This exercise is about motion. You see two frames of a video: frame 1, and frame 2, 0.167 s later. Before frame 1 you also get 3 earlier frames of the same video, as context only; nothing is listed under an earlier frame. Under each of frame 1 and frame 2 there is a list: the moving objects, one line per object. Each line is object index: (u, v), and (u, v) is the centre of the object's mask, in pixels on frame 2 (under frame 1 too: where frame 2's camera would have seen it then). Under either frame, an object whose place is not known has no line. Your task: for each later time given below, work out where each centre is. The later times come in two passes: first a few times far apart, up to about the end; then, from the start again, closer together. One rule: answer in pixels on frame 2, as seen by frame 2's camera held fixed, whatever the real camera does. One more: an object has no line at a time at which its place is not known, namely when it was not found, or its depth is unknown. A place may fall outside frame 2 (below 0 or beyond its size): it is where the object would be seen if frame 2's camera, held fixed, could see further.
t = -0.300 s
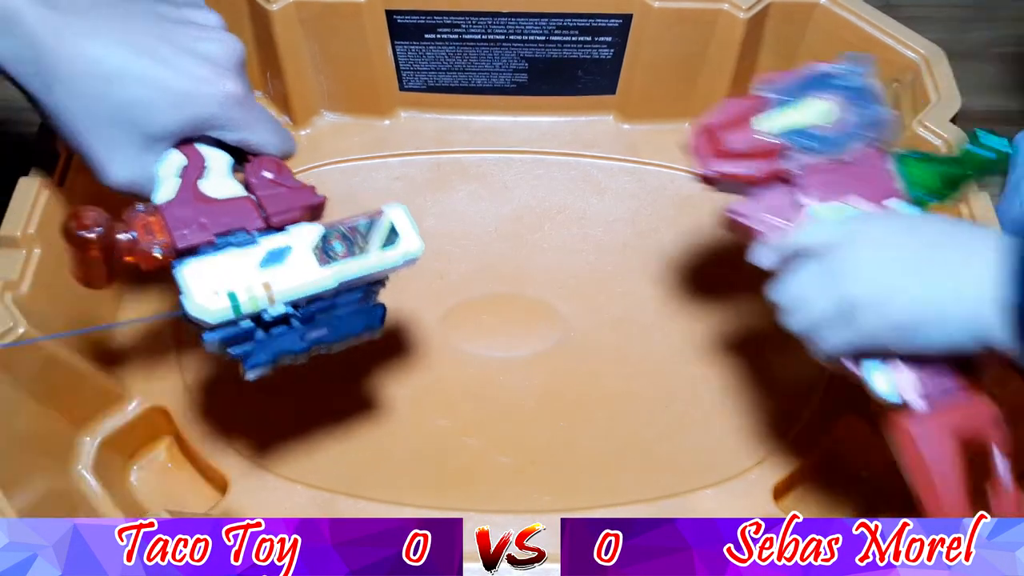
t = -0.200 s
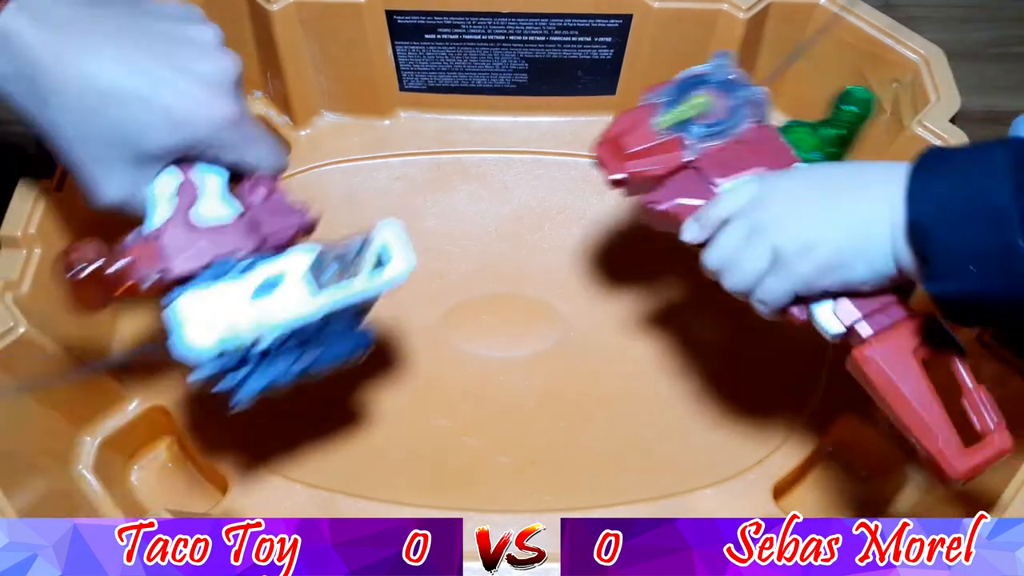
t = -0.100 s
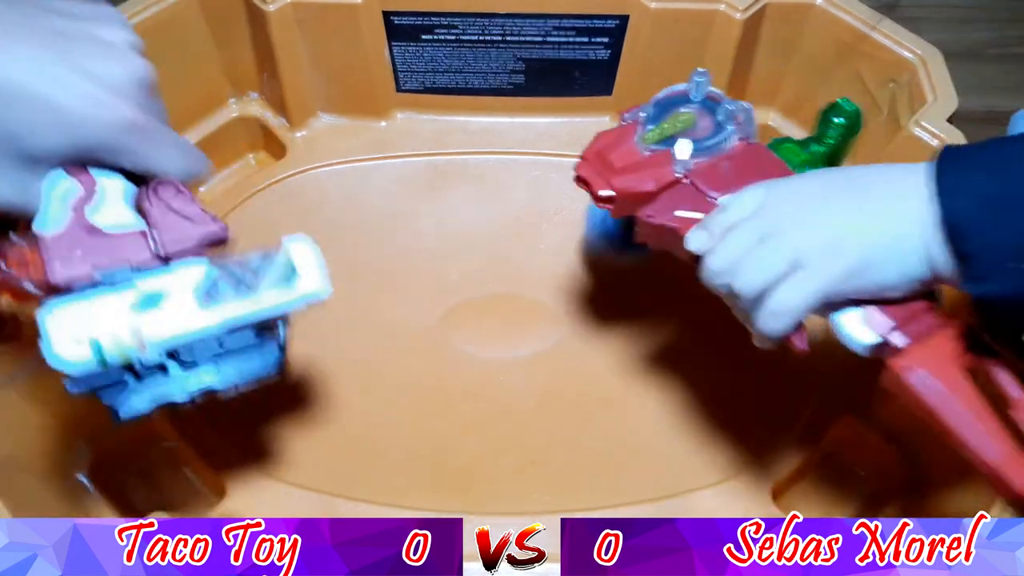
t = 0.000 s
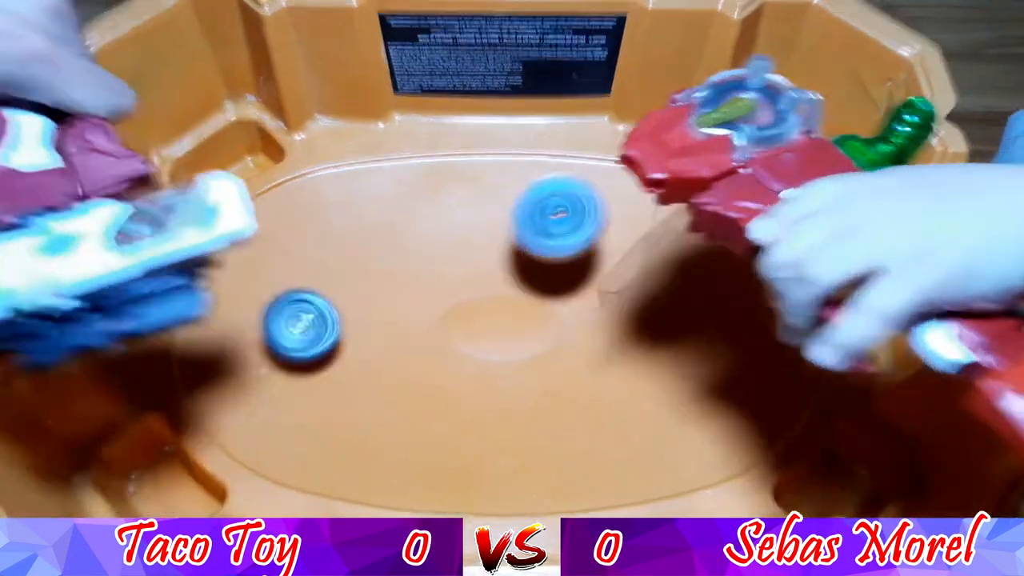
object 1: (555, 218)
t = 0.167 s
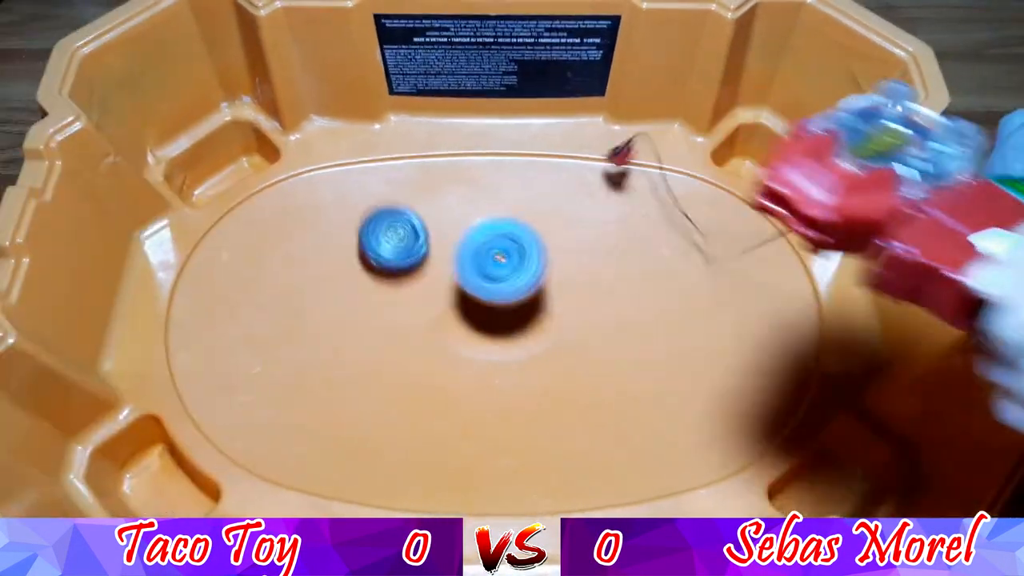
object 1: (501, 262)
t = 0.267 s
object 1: (559, 317)
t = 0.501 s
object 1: (674, 377)
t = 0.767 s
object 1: (680, 315)
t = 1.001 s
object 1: (651, 243)
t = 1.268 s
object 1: (551, 237)
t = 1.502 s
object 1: (454, 302)
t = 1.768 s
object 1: (457, 389)
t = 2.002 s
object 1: (543, 392)
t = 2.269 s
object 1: (591, 308)
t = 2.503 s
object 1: (512, 256)
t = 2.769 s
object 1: (395, 274)
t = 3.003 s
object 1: (369, 343)
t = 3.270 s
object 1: (489, 358)
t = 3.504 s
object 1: (564, 293)
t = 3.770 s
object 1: (547, 221)
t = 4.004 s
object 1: (487, 199)
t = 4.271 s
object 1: (386, 256)
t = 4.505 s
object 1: (455, 358)
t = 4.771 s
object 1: (634, 344)
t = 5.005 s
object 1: (679, 237)
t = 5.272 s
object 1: (545, 202)
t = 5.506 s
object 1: (424, 307)
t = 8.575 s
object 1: (563, 304)
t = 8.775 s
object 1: (560, 295)
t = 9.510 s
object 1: (540, 280)
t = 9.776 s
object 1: (548, 284)
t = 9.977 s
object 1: (542, 281)
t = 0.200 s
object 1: (521, 277)
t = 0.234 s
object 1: (540, 300)
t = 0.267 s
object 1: (559, 317)
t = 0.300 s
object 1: (580, 330)
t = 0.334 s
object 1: (600, 350)
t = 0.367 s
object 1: (617, 355)
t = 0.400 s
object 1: (636, 368)
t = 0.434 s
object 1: (650, 372)
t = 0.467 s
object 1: (663, 377)
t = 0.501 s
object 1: (674, 377)
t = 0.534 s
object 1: (682, 375)
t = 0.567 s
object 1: (688, 371)
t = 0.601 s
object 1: (692, 366)
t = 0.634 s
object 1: (693, 358)
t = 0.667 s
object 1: (693, 349)
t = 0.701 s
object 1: (690, 338)
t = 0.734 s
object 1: (686, 327)
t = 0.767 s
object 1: (680, 315)
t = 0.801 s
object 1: (674, 303)
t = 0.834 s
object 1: (666, 292)
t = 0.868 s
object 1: (657, 282)
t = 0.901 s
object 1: (646, 275)
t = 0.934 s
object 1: (644, 265)
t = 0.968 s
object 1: (650, 253)
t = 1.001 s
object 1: (651, 243)
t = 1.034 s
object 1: (648, 235)
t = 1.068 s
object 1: (641, 229)
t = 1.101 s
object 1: (631, 225)
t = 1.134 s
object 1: (619, 224)
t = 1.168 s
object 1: (604, 224)
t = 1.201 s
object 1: (587, 227)
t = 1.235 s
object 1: (570, 232)
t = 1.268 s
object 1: (551, 237)
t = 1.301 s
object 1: (532, 241)
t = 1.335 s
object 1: (514, 249)
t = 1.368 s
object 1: (497, 258)
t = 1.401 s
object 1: (482, 269)
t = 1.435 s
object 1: (470, 280)
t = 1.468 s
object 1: (461, 291)
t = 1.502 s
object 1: (454, 302)
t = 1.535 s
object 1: (449, 313)
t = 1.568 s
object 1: (444, 327)
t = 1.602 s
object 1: (441, 339)
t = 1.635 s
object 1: (440, 351)
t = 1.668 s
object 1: (441, 362)
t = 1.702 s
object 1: (444, 374)
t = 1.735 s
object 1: (450, 382)
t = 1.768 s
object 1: (457, 389)
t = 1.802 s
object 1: (466, 395)
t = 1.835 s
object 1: (477, 399)
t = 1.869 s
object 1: (488, 401)
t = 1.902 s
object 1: (501, 402)
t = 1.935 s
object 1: (514, 401)
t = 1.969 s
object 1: (529, 397)
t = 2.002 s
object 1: (543, 392)
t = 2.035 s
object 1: (557, 386)
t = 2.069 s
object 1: (570, 379)
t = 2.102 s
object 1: (581, 369)
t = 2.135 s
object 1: (590, 359)
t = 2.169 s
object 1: (595, 346)
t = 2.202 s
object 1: (597, 333)
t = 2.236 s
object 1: (596, 321)
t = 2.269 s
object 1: (591, 308)
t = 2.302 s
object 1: (585, 295)
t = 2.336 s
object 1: (576, 285)
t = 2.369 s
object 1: (565, 276)
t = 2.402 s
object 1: (553, 268)
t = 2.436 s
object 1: (540, 263)
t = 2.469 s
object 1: (527, 258)
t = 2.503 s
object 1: (512, 256)
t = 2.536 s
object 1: (498, 254)
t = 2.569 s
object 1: (482, 253)
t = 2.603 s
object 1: (467, 254)
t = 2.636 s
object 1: (451, 255)
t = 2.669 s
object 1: (436, 258)
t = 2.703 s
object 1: (421, 262)
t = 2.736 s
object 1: (407, 267)
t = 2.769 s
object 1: (395, 274)
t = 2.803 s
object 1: (384, 282)
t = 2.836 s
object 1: (376, 291)
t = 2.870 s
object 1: (369, 301)
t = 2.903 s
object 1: (365, 312)
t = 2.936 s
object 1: (363, 323)
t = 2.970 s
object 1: (364, 333)
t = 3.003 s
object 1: (369, 343)
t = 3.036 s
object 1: (376, 353)
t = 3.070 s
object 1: (387, 361)
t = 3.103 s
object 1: (401, 366)
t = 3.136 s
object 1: (417, 370)
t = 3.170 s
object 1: (435, 371)
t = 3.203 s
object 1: (453, 370)
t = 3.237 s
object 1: (471, 365)
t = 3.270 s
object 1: (489, 358)
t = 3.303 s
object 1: (506, 349)
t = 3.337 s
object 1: (521, 340)
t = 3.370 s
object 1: (532, 327)
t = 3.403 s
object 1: (544, 317)
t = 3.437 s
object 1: (552, 309)
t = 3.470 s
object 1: (558, 301)
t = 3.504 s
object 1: (564, 293)
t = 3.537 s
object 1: (566, 285)
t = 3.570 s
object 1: (567, 277)
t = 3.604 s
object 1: (566, 269)
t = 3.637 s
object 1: (565, 262)
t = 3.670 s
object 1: (561, 254)
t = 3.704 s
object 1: (557, 245)
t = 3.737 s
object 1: (553, 232)
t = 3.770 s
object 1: (547, 221)
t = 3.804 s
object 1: (540, 213)
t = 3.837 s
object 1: (532, 207)
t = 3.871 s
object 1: (523, 202)
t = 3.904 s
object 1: (514, 199)
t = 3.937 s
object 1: (505, 197)
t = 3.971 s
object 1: (496, 197)
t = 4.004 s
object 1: (487, 199)
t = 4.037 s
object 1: (473, 200)
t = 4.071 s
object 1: (458, 201)
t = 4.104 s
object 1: (443, 203)
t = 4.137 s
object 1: (427, 209)
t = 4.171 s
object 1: (412, 217)
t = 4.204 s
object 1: (400, 228)
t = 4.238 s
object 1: (391, 241)
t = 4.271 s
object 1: (386, 256)
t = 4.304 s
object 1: (384, 272)
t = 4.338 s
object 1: (387, 289)
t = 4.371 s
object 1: (394, 306)
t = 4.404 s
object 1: (404, 321)
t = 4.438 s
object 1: (418, 337)
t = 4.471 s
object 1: (436, 349)
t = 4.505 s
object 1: (455, 358)
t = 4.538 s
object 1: (476, 366)
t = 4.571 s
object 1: (499, 370)
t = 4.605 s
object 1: (521, 372)
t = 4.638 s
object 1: (546, 373)
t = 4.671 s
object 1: (570, 369)
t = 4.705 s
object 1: (593, 364)
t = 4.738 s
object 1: (616, 355)
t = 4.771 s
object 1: (634, 344)
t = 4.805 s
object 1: (651, 331)
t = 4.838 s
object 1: (664, 317)
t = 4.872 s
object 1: (674, 301)
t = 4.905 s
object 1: (681, 285)
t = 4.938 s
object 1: (684, 268)
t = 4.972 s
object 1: (683, 252)
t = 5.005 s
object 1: (679, 237)
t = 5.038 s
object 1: (671, 224)
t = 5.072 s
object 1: (660, 212)
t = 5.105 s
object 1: (645, 202)
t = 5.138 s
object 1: (628, 194)
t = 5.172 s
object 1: (610, 191)
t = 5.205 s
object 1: (589, 191)
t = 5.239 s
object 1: (568, 195)
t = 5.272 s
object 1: (545, 202)
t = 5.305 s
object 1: (523, 211)
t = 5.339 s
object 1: (501, 223)
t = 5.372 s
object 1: (481, 238)
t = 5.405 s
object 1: (463, 255)
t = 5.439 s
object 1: (447, 273)
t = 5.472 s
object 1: (434, 292)
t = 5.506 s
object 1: (424, 307)
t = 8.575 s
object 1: (563, 304)
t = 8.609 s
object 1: (563, 303)
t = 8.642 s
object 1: (563, 302)
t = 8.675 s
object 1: (562, 300)
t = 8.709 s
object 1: (562, 299)
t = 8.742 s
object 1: (561, 297)
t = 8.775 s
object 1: (560, 295)
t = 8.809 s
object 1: (558, 293)
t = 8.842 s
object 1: (557, 290)
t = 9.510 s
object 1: (540, 280)
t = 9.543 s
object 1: (540, 280)
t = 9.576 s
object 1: (540, 281)
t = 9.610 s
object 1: (541, 281)
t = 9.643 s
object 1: (543, 282)
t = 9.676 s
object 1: (545, 283)
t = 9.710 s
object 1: (547, 284)
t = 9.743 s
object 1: (548, 284)
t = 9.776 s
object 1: (548, 284)
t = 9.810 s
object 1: (548, 284)
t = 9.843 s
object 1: (547, 283)
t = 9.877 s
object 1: (546, 283)
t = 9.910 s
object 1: (544, 282)
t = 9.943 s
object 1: (543, 282)
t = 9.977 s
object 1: (542, 281)
